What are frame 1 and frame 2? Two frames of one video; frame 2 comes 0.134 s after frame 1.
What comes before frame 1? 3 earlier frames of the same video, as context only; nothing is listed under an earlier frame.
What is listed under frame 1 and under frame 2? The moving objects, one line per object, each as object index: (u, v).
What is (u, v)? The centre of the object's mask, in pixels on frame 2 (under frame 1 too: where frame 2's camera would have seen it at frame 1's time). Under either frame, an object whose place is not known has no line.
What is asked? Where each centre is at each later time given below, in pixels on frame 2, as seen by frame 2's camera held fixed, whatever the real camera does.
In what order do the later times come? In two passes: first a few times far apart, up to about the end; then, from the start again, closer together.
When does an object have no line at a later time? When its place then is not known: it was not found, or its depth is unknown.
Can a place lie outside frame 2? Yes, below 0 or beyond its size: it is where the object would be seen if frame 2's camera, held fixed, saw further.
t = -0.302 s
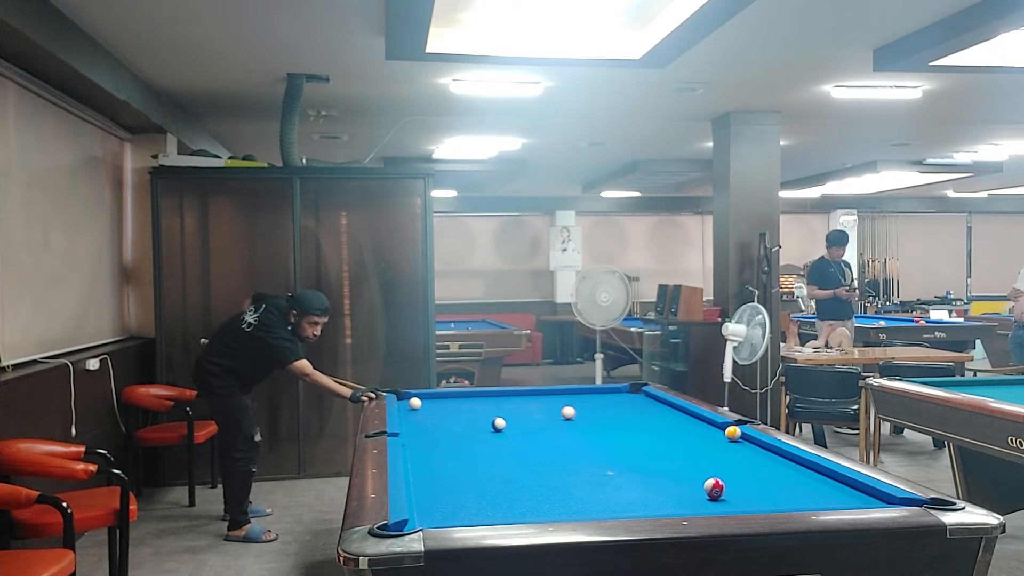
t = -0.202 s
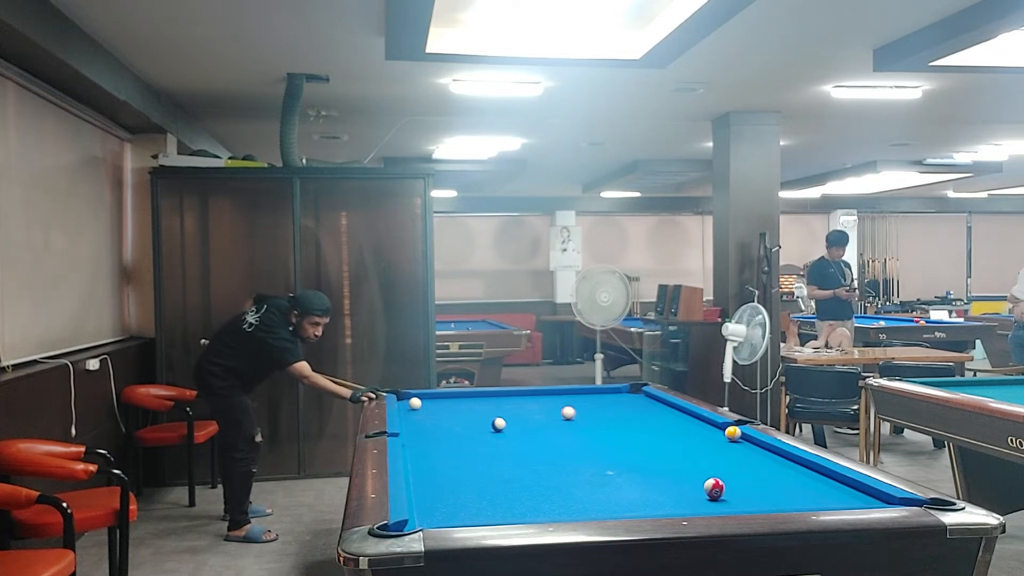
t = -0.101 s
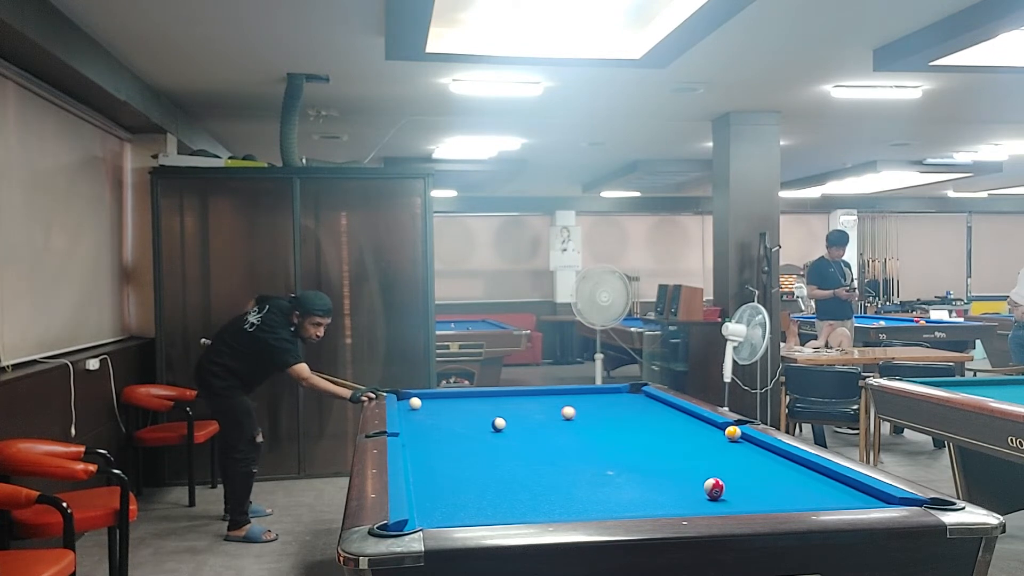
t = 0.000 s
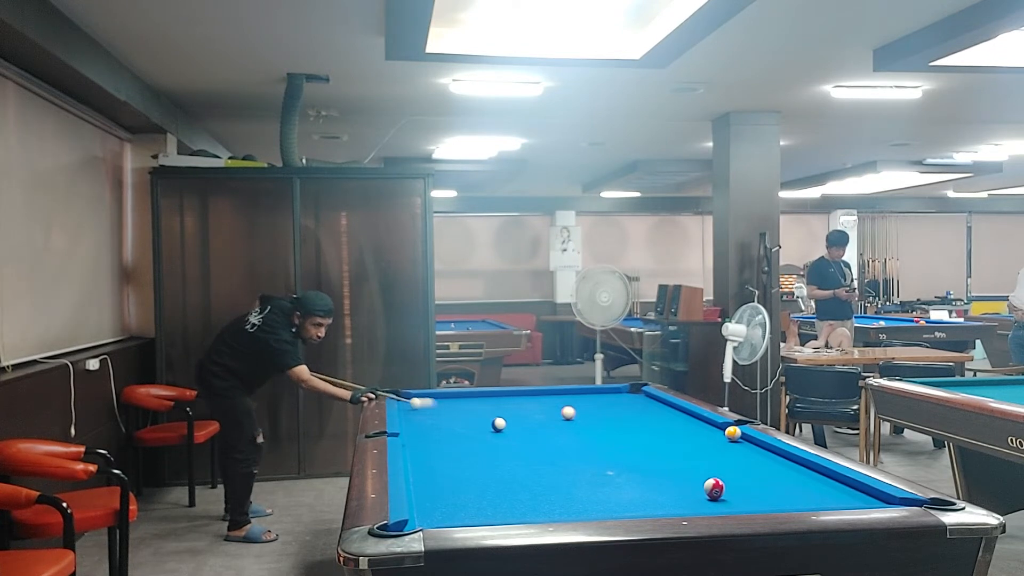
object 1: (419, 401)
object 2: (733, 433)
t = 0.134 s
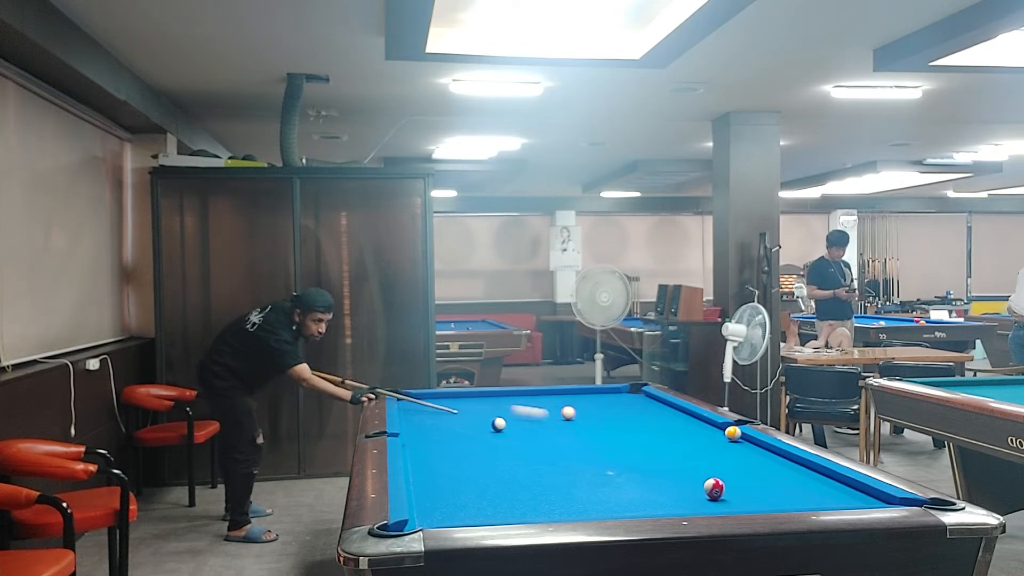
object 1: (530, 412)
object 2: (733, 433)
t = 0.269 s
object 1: (654, 424)
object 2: (733, 433)
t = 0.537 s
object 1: (720, 432)
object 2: (678, 454)
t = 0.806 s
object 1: (712, 435)
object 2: (592, 482)
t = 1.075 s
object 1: (705, 438)
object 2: (486, 514)
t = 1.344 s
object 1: (698, 441)
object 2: (462, 507)
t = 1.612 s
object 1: (691, 444)
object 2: (519, 488)
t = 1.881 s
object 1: (684, 447)
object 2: (566, 472)
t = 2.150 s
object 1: (678, 450)
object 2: (607, 458)
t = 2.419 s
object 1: (671, 453)
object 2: (641, 446)
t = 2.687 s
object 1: (665, 456)
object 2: (672, 436)
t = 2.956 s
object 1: (659, 459)
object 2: (698, 427)
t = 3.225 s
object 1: (654, 461)
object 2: (699, 422)
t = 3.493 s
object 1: (648, 463)
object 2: (674, 418)
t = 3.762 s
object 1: (643, 465)
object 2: (651, 415)
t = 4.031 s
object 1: (638, 467)
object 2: (631, 413)
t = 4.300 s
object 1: (633, 469)
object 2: (611, 411)
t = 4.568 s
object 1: (629, 470)
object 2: (593, 408)
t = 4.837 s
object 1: (626, 472)
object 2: (577, 406)
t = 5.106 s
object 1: (623, 473)
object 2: (561, 404)
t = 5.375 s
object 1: (620, 474)
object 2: (547, 403)
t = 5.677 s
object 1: (617, 475)
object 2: (531, 401)
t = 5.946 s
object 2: (519, 400)
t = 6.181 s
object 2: (510, 399)
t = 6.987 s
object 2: (480, 395)
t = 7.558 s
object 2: (463, 393)
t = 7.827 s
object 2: (459, 394)
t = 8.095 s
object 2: (457, 394)
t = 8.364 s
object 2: (455, 395)
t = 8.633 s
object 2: (453, 395)
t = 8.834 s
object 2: (452, 396)
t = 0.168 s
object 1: (553, 415)
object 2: (733, 433)
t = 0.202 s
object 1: (592, 418)
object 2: (733, 433)
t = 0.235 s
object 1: (622, 421)
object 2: (733, 433)
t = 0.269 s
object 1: (654, 424)
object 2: (733, 433)
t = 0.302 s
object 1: (688, 427)
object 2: (733, 433)
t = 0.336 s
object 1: (716, 430)
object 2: (735, 434)
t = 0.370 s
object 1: (722, 428)
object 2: (738, 433)
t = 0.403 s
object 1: (728, 429)
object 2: (719, 440)
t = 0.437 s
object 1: (727, 430)
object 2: (709, 443)
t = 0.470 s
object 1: (724, 431)
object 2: (699, 447)
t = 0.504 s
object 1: (722, 431)
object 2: (688, 450)
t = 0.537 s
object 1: (720, 432)
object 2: (678, 454)
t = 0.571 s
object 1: (718, 432)
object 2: (667, 457)
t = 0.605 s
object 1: (717, 432)
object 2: (656, 461)
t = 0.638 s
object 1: (717, 433)
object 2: (646, 464)
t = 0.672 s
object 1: (716, 433)
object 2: (635, 468)
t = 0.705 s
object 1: (715, 434)
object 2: (624, 471)
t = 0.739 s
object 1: (714, 434)
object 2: (614, 475)
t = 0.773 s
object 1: (713, 434)
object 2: (603, 479)
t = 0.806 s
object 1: (712, 435)
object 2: (592, 482)
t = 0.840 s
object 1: (711, 435)
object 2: (580, 486)
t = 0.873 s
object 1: (711, 435)
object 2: (568, 490)
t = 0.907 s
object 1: (710, 436)
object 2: (555, 494)
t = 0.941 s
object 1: (709, 436)
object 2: (542, 498)
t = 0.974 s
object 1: (708, 437)
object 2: (529, 503)
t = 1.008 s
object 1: (707, 437)
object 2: (515, 507)
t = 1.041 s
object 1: (706, 437)
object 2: (501, 511)
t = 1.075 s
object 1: (705, 438)
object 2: (486, 514)
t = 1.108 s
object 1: (705, 438)
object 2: (471, 517)
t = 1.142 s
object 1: (704, 439)
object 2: (452, 519)
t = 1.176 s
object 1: (703, 439)
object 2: (435, 519)
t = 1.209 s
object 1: (702, 439)
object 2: (423, 518)
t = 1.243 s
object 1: (701, 440)
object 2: (434, 515)
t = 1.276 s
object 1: (700, 440)
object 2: (445, 512)
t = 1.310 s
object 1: (699, 441)
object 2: (454, 510)
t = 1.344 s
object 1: (698, 441)
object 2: (462, 507)
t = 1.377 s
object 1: (697, 442)
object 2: (470, 505)
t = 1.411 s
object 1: (696, 442)
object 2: (478, 502)
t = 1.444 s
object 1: (695, 442)
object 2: (485, 500)
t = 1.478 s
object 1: (695, 443)
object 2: (492, 497)
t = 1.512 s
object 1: (694, 443)
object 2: (499, 495)
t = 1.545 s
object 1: (693, 444)
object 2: (506, 493)
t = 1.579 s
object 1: (692, 444)
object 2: (512, 490)
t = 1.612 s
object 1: (691, 444)
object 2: (519, 488)
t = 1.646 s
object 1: (690, 445)
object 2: (526, 486)
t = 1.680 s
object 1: (689, 445)
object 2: (532, 484)
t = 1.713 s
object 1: (689, 445)
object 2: (538, 482)
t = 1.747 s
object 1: (688, 446)
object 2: (544, 480)
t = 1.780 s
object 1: (687, 446)
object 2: (549, 478)
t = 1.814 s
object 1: (686, 446)
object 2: (555, 475)
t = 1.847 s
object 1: (685, 447)
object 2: (561, 474)
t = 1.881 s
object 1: (684, 447)
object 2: (566, 472)
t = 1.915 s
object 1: (684, 448)
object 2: (572, 470)
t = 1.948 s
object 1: (683, 448)
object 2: (577, 468)
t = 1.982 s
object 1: (682, 448)
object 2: (582, 466)
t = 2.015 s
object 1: (681, 449)
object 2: (587, 465)
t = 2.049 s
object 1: (680, 449)
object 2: (592, 463)
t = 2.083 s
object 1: (680, 449)
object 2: (597, 461)
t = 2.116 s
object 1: (679, 450)
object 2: (602, 460)
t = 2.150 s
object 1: (678, 450)
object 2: (607, 458)
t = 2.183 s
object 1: (677, 450)
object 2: (611, 457)
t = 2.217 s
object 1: (676, 451)
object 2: (616, 455)
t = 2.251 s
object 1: (675, 451)
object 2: (620, 453)
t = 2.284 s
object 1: (675, 452)
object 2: (625, 452)
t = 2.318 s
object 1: (674, 452)
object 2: (629, 450)
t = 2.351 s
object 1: (673, 452)
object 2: (633, 449)
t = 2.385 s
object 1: (672, 453)
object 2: (637, 448)
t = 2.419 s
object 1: (671, 453)
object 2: (641, 446)
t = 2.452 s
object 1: (671, 454)
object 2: (645, 445)
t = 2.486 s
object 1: (670, 454)
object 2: (649, 444)
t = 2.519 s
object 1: (669, 454)
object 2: (653, 442)
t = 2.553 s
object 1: (669, 454)
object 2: (657, 441)
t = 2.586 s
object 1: (668, 455)
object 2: (660, 439)
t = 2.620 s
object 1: (667, 455)
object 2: (664, 438)
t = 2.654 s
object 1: (666, 456)
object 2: (668, 437)
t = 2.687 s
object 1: (665, 456)
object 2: (672, 436)
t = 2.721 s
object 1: (665, 456)
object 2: (675, 435)
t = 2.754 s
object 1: (664, 456)
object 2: (678, 434)
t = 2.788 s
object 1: (663, 457)
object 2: (682, 433)
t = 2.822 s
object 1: (662, 457)
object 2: (685, 432)
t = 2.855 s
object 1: (662, 458)
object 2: (688, 431)
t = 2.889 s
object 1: (661, 458)
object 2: (691, 429)
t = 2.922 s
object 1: (660, 458)
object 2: (695, 429)
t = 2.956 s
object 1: (659, 459)
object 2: (698, 427)
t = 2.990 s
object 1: (659, 459)
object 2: (701, 426)
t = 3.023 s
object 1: (658, 459)
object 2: (704, 425)
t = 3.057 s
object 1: (657, 459)
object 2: (708, 424)
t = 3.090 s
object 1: (656, 460)
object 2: (710, 423)
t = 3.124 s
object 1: (656, 460)
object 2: (710, 423)
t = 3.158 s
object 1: (655, 460)
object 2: (706, 422)
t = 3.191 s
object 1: (654, 461)
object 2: (702, 422)
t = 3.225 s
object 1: (654, 461)
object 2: (699, 422)
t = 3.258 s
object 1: (653, 461)
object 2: (696, 421)
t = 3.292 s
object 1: (652, 461)
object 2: (693, 421)
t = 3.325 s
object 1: (651, 462)
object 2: (689, 420)
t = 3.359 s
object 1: (651, 462)
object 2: (686, 420)
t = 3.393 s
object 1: (650, 462)
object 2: (683, 419)
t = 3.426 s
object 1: (649, 463)
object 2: (680, 419)
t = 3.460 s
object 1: (649, 463)
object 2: (677, 419)
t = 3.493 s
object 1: (648, 463)
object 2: (674, 418)
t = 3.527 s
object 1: (647, 463)
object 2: (671, 418)
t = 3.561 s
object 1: (647, 464)
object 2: (669, 417)
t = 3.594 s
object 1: (646, 464)
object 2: (665, 417)
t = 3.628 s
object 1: (645, 464)
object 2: (662, 417)
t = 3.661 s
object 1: (645, 465)
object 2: (660, 417)
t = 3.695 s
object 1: (644, 465)
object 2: (657, 416)
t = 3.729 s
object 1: (643, 465)
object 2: (654, 416)
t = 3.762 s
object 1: (643, 465)
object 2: (651, 415)
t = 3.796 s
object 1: (642, 466)
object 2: (649, 415)
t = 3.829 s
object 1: (642, 466)
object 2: (646, 415)
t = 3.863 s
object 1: (641, 466)
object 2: (643, 414)
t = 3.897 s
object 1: (640, 466)
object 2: (641, 414)
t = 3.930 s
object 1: (640, 466)
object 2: (638, 414)
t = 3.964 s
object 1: (639, 467)
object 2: (635, 413)
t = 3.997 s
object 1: (638, 467)
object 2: (633, 413)
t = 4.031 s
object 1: (638, 467)
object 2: (631, 413)
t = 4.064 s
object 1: (637, 468)
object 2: (628, 412)
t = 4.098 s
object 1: (637, 468)
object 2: (626, 412)
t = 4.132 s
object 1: (636, 468)
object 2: (623, 412)
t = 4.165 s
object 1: (635, 468)
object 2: (621, 412)
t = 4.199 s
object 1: (635, 468)
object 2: (618, 411)
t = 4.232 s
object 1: (635, 469)
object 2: (616, 411)
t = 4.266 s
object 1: (634, 469)
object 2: (614, 411)
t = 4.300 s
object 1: (633, 469)
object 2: (611, 411)
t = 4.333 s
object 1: (633, 469)
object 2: (609, 410)
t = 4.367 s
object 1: (632, 469)
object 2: (607, 410)
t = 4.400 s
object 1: (632, 470)
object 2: (604, 410)
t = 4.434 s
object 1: (631, 470)
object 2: (602, 409)
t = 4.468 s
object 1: (631, 470)
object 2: (600, 409)
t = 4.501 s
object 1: (630, 470)
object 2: (598, 409)
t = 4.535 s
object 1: (630, 470)
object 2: (596, 409)
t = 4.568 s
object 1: (629, 470)
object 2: (593, 408)
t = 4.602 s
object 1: (629, 471)
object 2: (591, 408)
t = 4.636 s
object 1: (628, 471)
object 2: (589, 408)
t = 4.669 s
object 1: (628, 471)
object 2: (587, 408)
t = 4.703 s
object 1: (628, 471)
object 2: (585, 407)
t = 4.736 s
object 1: (627, 471)
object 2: (583, 407)
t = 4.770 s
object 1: (627, 472)
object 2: (581, 407)
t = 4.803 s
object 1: (626, 472)
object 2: (579, 406)
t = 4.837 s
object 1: (626, 472)
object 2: (577, 406)
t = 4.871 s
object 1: (626, 472)
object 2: (575, 405)
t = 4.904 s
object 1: (625, 472)
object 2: (573, 405)
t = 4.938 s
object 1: (625, 472)
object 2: (571, 404)
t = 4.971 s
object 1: (624, 472)
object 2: (569, 404)
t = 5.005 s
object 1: (624, 473)
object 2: (567, 404)
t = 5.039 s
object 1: (623, 473)
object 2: (564, 403)
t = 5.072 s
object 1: (623, 473)
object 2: (562, 403)
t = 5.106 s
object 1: (623, 473)
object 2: (561, 404)
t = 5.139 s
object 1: (622, 473)
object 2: (559, 404)
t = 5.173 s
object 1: (622, 473)
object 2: (557, 404)
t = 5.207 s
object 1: (622, 474)
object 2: (556, 404)
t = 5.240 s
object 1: (621, 474)
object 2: (554, 404)
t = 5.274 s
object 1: (621, 474)
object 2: (552, 403)
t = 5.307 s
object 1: (621, 474)
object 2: (550, 403)
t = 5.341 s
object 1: (620, 474)
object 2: (548, 403)
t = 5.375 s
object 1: (620, 474)
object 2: (547, 403)
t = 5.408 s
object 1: (620, 474)
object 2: (545, 403)
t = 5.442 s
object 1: (620, 474)
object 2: (543, 403)
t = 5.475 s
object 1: (619, 474)
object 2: (541, 402)
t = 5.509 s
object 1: (619, 475)
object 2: (540, 402)
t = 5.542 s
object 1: (619, 474)
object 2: (538, 402)
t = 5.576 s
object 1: (618, 475)
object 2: (536, 402)
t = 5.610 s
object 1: (618, 475)
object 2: (535, 402)
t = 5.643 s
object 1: (618, 475)
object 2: (533, 401)
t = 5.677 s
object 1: (617, 475)
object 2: (531, 401)
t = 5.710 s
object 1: (617, 475)
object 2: (530, 401)
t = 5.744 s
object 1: (617, 475)
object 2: (528, 401)
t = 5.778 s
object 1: (617, 475)
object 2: (527, 401)
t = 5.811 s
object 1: (616, 475)
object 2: (525, 401)
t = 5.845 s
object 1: (616, 475)
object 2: (524, 400)
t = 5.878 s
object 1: (616, 475)
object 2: (522, 400)
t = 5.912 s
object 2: (521, 400)
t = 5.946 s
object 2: (519, 400)
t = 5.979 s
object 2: (518, 400)
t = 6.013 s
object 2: (516, 399)
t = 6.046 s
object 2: (515, 399)
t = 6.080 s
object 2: (513, 399)
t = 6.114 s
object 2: (512, 399)
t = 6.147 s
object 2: (511, 399)
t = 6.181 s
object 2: (510, 399)
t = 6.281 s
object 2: (505, 396)
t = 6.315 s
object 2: (504, 397)
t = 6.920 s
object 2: (482, 395)
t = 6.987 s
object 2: (480, 395)
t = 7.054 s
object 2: (478, 395)
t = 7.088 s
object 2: (477, 395)
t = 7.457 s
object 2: (466, 393)
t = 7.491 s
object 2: (465, 393)
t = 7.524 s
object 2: (464, 393)
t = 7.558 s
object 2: (463, 393)
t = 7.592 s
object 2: (463, 393)
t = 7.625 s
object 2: (462, 393)
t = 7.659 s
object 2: (462, 393)
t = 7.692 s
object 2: (461, 393)
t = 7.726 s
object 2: (461, 393)
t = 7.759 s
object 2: (460, 393)
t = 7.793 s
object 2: (460, 394)
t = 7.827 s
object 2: (459, 394)
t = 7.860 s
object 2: (459, 394)
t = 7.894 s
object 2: (459, 394)
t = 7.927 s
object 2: (459, 394)
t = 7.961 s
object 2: (458, 394)
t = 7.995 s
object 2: (458, 394)
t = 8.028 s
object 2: (458, 394)
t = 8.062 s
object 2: (457, 394)
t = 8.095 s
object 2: (457, 394)
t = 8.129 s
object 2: (457, 394)
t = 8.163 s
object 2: (456, 394)
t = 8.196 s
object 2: (456, 394)
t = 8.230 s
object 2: (456, 394)
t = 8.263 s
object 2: (456, 394)
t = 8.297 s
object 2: (455, 395)
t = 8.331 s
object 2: (455, 395)
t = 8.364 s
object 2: (455, 395)
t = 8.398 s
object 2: (455, 395)
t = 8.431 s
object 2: (454, 395)
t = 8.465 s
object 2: (454, 395)
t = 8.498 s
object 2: (454, 395)
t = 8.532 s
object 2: (454, 395)
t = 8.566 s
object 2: (453, 395)
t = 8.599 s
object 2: (453, 395)
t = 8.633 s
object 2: (453, 395)
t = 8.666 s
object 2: (453, 395)
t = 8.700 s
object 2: (453, 395)
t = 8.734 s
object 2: (452, 395)
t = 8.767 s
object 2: (452, 396)
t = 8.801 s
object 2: (452, 396)
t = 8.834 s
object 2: (452, 396)
